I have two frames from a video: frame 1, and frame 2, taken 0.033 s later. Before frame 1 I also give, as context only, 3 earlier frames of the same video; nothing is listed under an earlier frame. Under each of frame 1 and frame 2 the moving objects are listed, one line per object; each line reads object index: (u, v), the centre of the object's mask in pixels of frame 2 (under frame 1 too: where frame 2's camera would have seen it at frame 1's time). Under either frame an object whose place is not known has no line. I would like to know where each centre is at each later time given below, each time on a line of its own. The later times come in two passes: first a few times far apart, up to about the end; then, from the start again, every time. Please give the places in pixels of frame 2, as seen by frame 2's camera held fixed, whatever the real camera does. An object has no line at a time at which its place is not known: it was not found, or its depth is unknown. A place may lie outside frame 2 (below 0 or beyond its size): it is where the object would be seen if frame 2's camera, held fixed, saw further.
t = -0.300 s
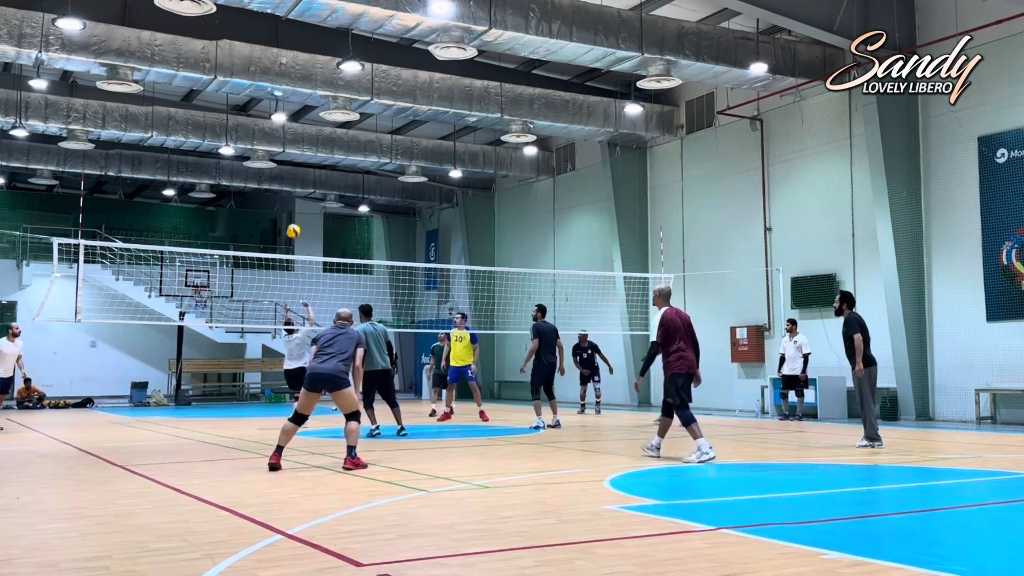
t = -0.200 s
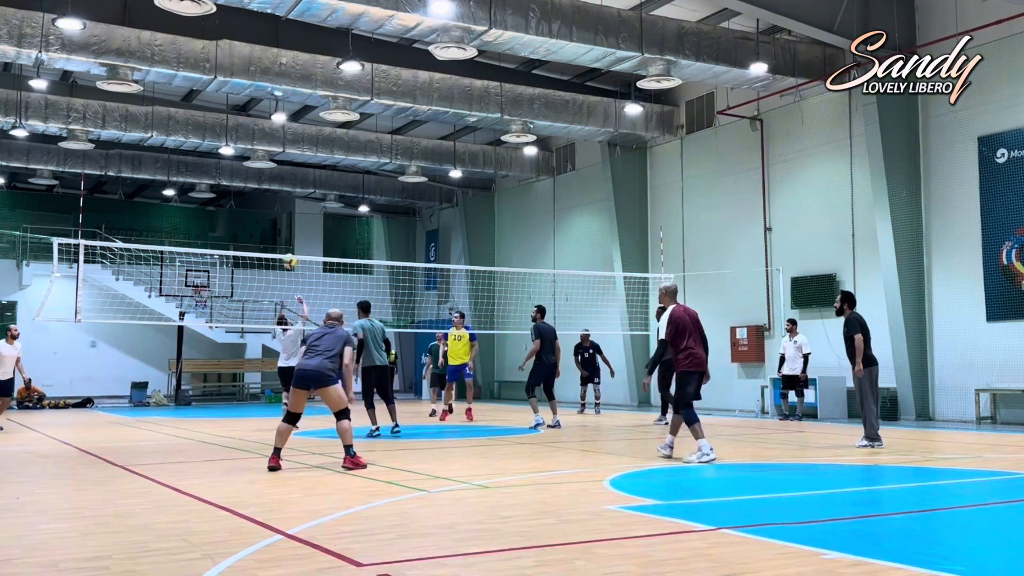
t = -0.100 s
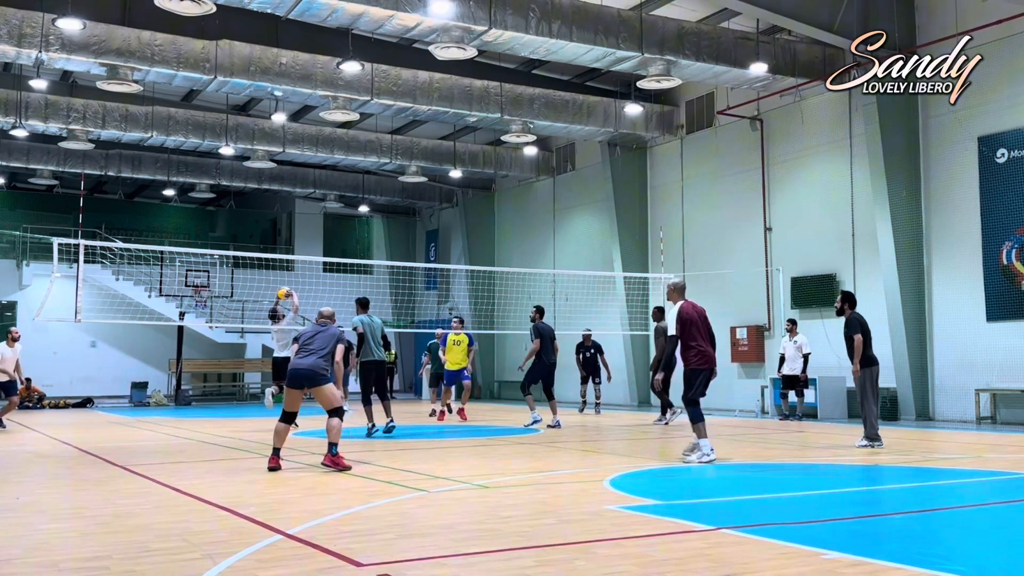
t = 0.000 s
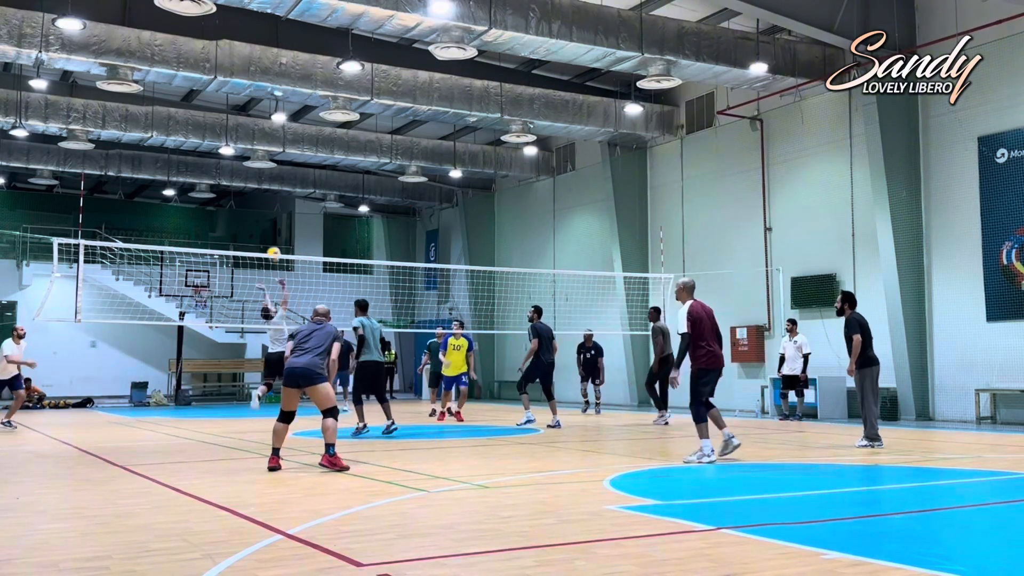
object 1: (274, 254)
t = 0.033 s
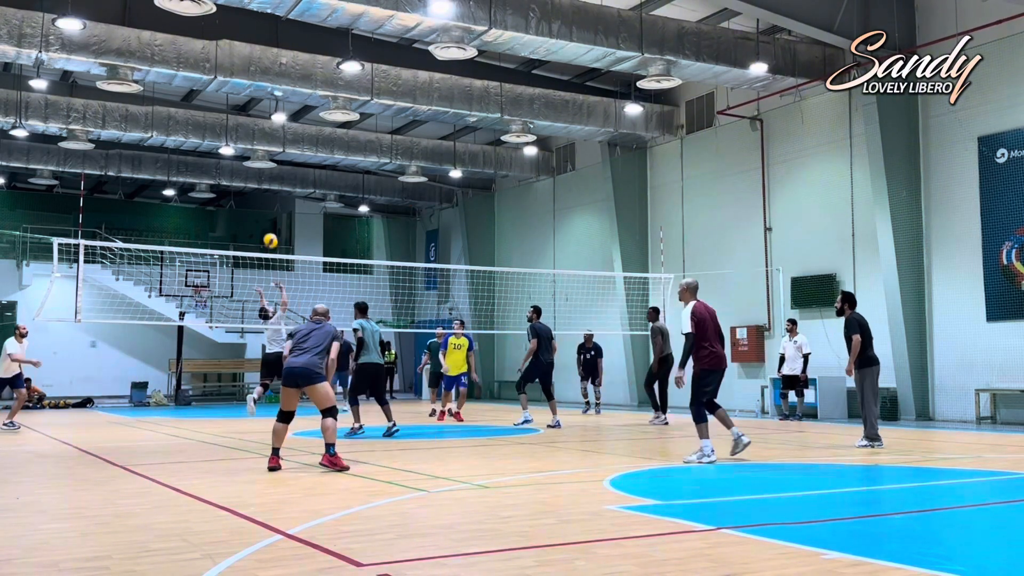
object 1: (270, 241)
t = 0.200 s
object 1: (254, 184)
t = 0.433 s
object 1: (230, 135)
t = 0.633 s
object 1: (210, 121)
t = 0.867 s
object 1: (185, 137)
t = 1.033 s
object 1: (168, 171)
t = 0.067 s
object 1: (267, 228)
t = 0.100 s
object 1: (264, 216)
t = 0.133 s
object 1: (260, 204)
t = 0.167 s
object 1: (257, 194)
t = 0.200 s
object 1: (254, 184)
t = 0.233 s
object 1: (250, 174)
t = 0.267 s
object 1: (247, 166)
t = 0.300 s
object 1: (244, 158)
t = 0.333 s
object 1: (241, 152)
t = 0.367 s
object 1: (238, 145)
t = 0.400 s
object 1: (234, 140)
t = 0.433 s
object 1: (230, 135)
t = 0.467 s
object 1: (227, 130)
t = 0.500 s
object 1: (224, 128)
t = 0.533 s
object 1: (221, 125)
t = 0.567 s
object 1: (217, 123)
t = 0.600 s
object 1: (214, 122)
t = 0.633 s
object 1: (210, 121)
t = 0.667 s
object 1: (206, 121)
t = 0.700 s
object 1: (203, 122)
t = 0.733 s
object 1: (199, 124)
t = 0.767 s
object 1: (196, 126)
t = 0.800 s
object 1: (192, 129)
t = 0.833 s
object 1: (189, 133)
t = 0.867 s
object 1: (185, 137)
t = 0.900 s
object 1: (182, 143)
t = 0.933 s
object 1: (178, 149)
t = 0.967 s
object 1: (175, 156)
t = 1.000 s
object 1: (171, 163)
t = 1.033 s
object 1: (168, 171)
